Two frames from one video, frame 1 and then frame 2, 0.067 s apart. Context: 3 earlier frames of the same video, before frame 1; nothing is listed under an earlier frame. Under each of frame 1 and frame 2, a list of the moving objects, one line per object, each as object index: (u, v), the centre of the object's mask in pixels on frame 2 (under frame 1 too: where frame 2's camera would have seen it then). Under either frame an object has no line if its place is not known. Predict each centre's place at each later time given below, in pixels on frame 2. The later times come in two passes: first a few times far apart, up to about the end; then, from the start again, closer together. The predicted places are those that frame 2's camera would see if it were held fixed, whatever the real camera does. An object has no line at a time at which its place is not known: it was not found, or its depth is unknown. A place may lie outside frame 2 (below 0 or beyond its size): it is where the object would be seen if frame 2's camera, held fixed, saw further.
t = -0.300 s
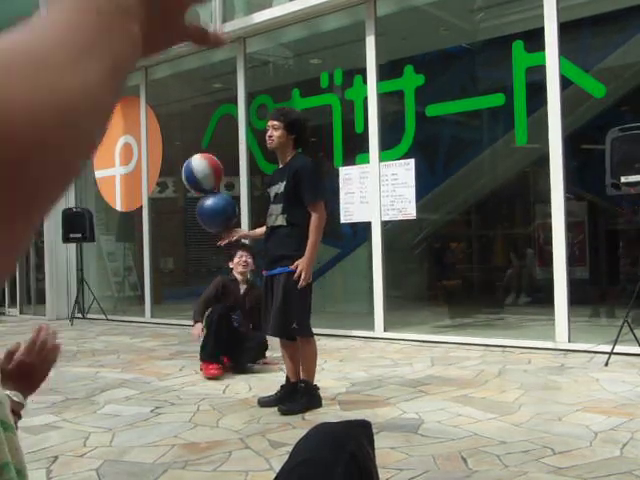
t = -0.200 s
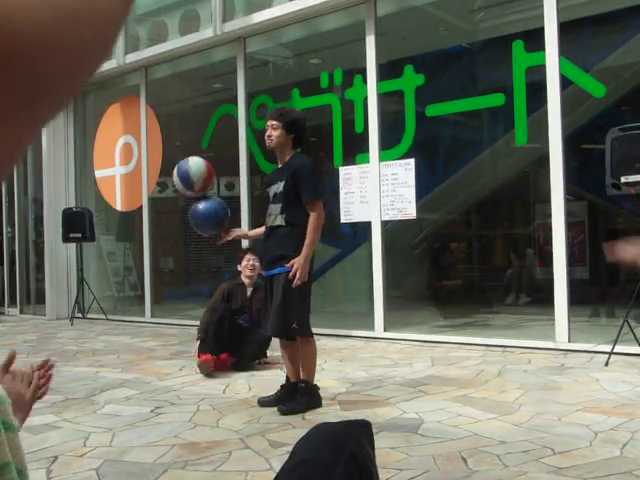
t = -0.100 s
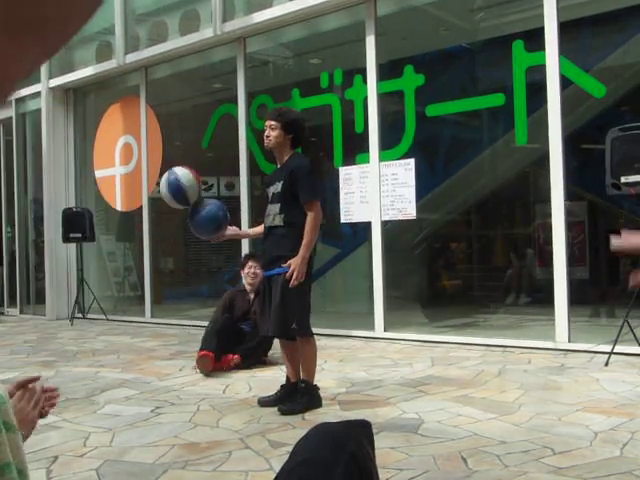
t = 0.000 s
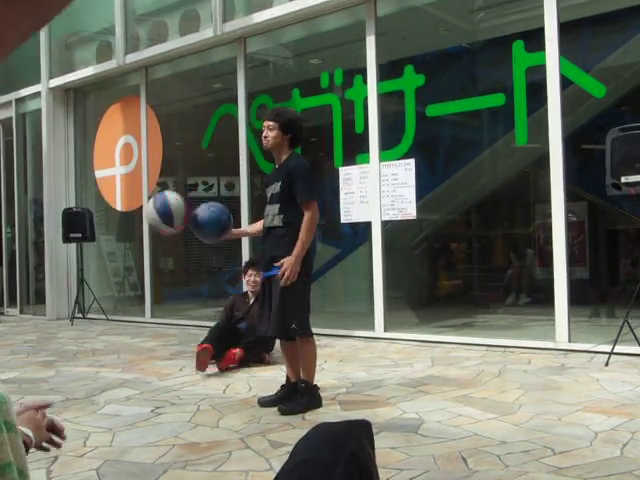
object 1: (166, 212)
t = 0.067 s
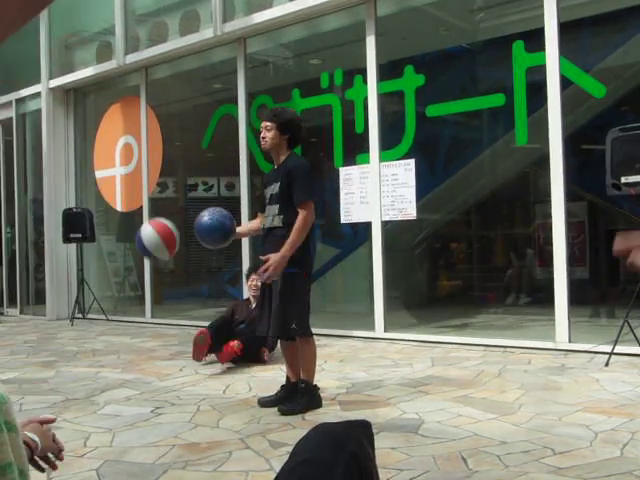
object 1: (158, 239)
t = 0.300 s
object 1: (126, 403)
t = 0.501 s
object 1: (120, 302)
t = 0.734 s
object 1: (114, 274)
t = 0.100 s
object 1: (153, 256)
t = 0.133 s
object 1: (146, 275)
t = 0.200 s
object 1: (139, 319)
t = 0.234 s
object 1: (134, 347)
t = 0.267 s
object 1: (130, 375)
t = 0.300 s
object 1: (126, 403)
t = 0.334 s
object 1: (124, 382)
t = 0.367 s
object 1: (123, 362)
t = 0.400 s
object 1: (122, 344)
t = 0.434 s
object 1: (121, 328)
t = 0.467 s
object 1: (120, 314)
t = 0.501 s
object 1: (120, 302)
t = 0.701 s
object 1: (115, 271)
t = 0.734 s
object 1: (114, 274)
